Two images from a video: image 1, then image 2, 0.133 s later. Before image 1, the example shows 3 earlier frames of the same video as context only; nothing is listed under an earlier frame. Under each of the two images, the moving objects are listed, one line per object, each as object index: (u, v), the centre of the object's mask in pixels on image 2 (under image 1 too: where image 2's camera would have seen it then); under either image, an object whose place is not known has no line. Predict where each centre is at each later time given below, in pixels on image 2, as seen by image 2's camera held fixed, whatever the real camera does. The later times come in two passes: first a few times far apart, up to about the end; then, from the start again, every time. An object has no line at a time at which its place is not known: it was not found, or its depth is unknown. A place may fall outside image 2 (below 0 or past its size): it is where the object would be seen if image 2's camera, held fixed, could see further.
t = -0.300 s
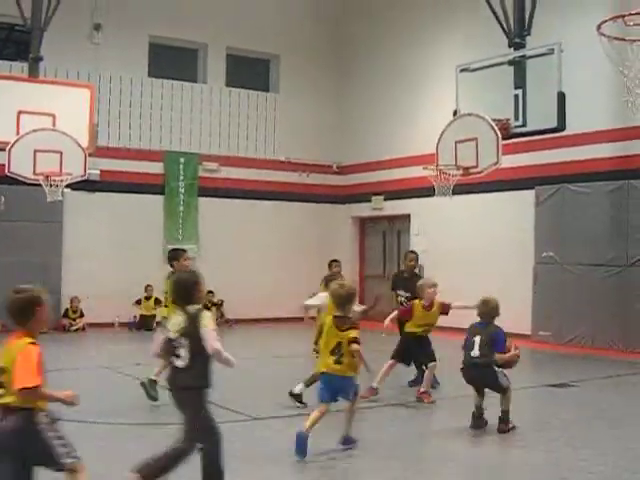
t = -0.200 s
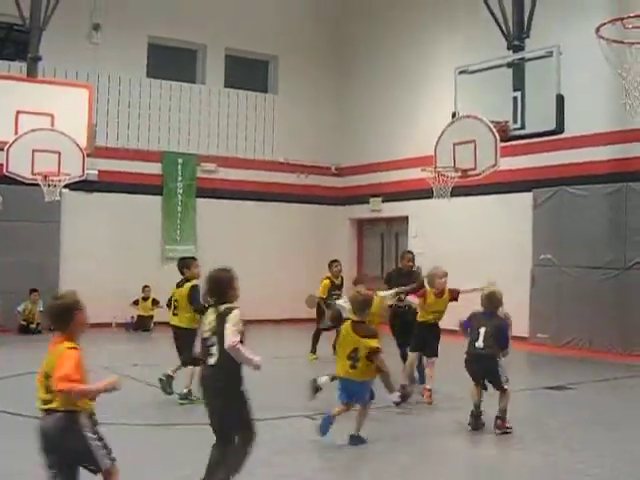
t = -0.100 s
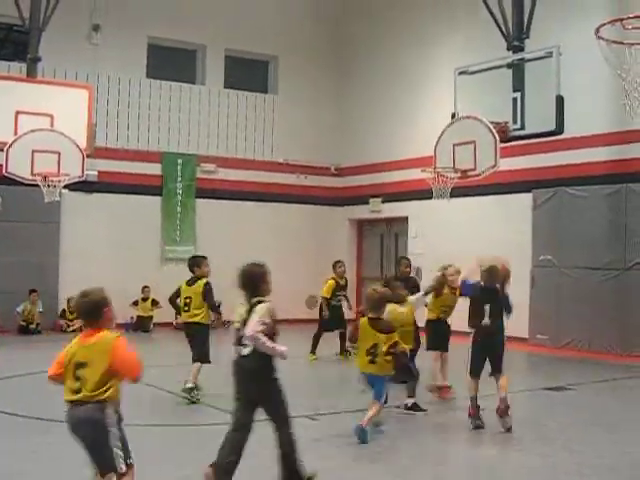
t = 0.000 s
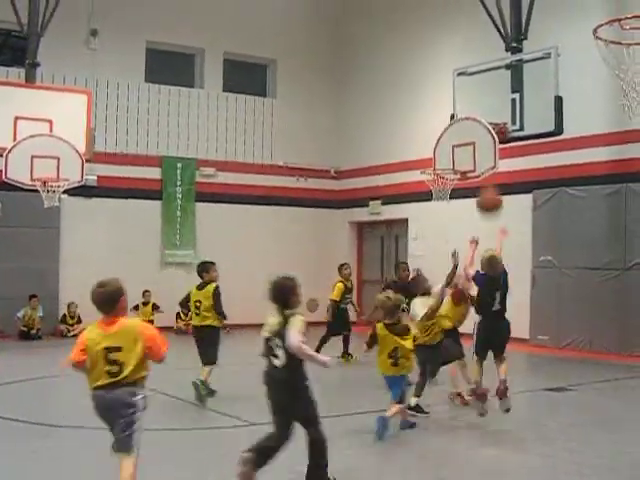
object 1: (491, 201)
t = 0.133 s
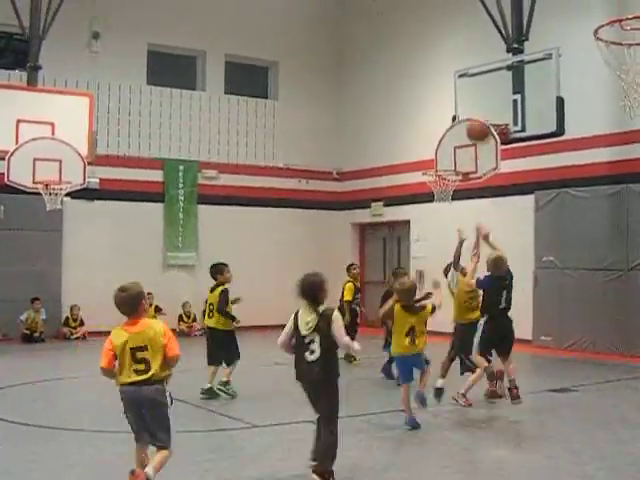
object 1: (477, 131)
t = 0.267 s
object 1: (467, 87)
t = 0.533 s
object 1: (449, 58)
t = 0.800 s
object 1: (435, 91)
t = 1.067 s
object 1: (424, 175)
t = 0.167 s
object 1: (475, 117)
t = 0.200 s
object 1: (472, 105)
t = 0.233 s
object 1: (469, 94)
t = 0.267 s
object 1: (467, 87)
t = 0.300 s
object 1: (464, 79)
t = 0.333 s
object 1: (461, 72)
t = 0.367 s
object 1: (459, 67)
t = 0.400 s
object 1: (457, 63)
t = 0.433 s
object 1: (455, 61)
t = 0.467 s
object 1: (453, 59)
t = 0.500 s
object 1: (451, 58)
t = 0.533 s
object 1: (449, 58)
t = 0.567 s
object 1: (447, 60)
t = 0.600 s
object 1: (445, 62)
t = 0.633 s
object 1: (443, 65)
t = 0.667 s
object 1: (442, 68)
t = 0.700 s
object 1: (440, 73)
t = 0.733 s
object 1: (438, 78)
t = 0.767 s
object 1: (436, 85)
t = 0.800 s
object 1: (435, 91)
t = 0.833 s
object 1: (434, 99)
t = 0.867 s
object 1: (432, 108)
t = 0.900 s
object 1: (431, 117)
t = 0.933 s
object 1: (429, 127)
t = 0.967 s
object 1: (428, 137)
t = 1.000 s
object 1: (426, 149)
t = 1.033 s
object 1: (426, 160)
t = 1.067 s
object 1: (424, 175)
